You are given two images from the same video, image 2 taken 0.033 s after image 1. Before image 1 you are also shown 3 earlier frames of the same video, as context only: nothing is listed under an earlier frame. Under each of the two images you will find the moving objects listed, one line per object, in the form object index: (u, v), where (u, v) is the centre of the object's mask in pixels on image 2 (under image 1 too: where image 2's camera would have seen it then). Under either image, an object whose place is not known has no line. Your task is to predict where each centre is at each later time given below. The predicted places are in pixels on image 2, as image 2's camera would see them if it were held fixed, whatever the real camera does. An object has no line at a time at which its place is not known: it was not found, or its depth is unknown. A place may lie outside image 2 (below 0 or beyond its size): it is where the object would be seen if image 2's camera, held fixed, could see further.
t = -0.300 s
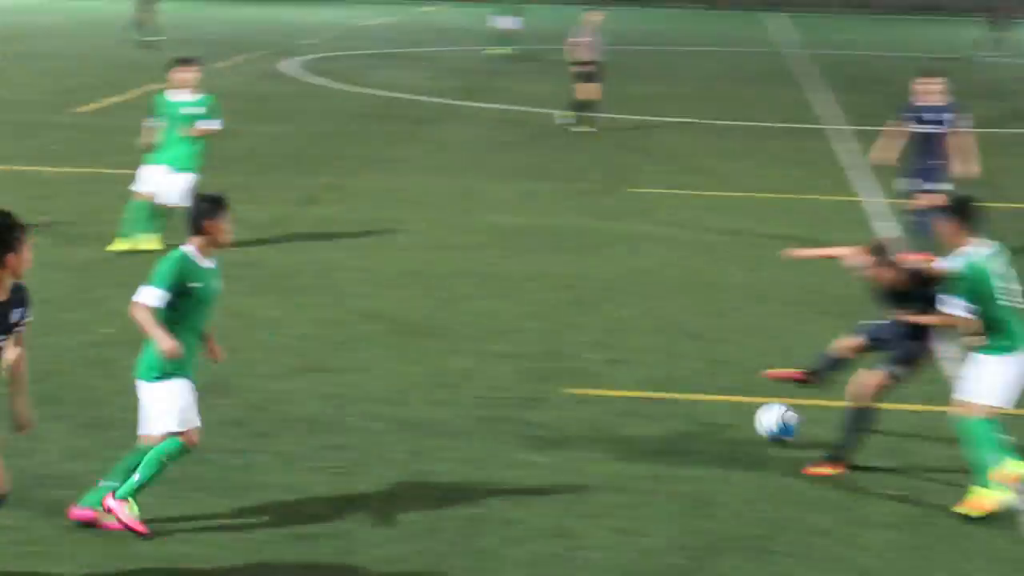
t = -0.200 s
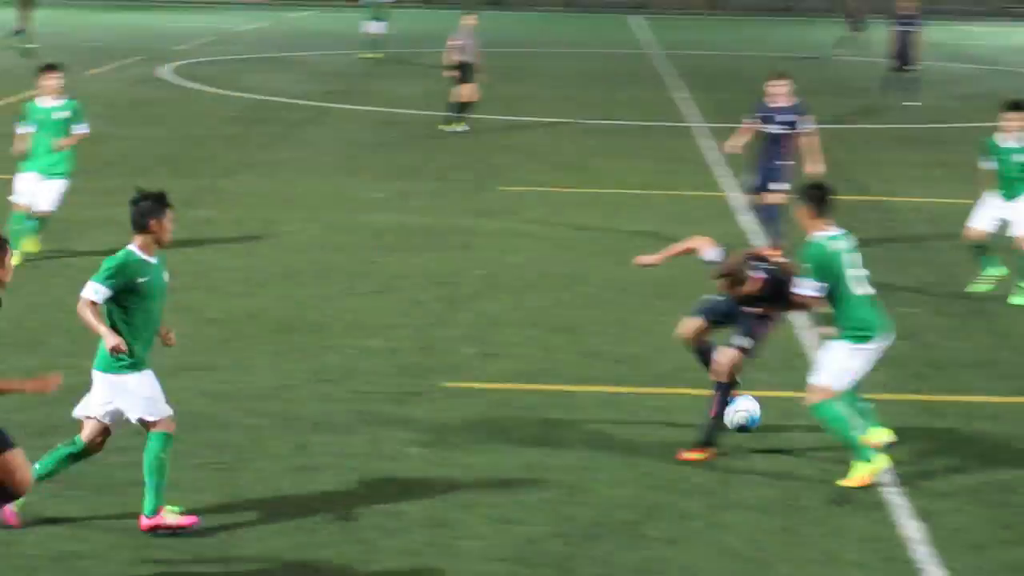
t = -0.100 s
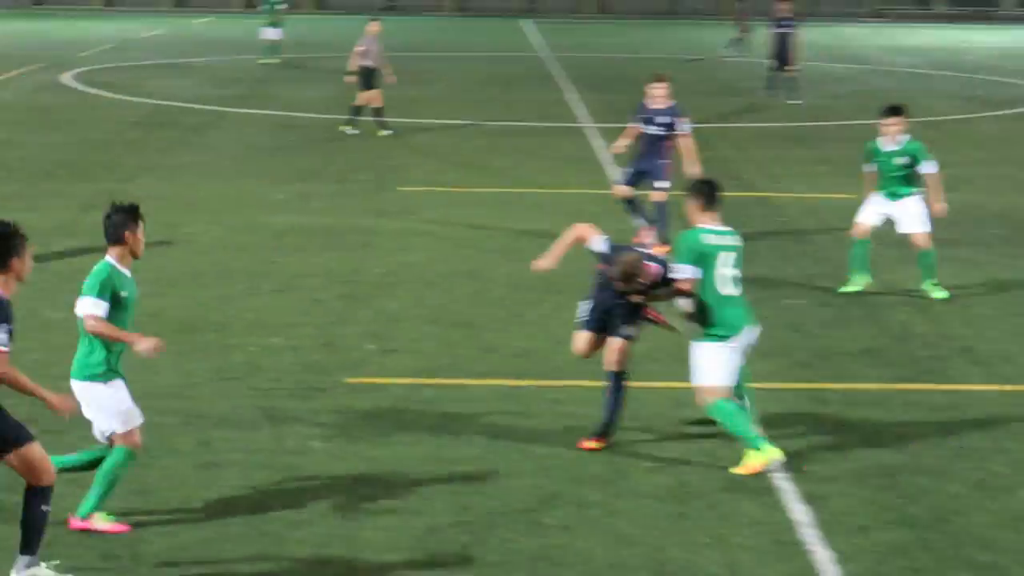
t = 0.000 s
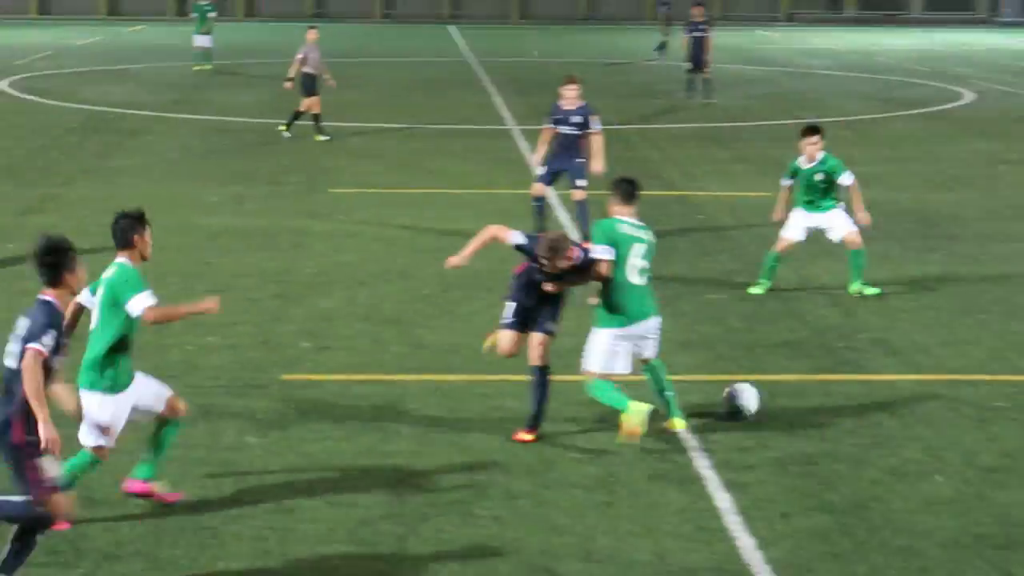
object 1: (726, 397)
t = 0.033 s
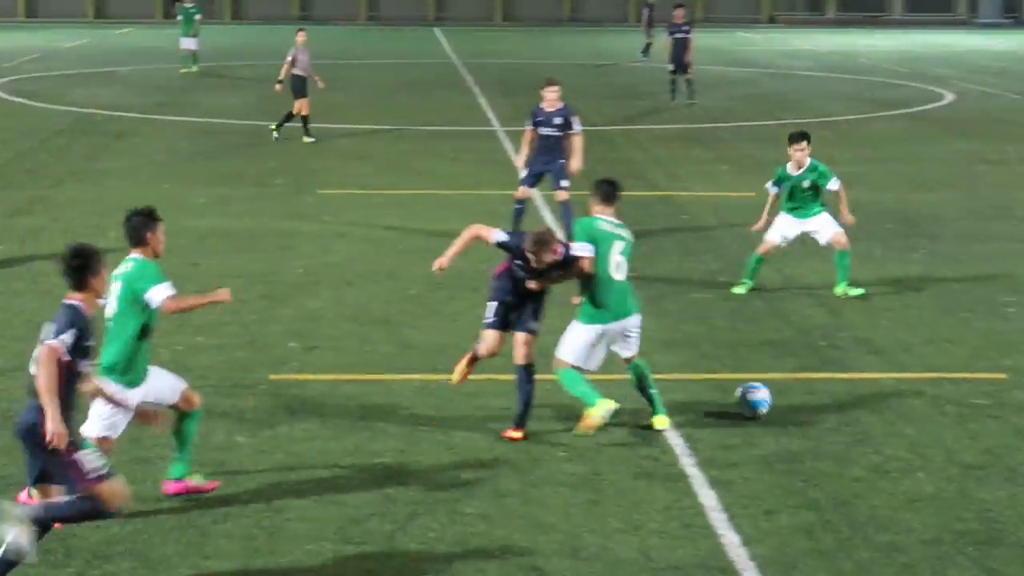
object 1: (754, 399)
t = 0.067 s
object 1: (782, 398)
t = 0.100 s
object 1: (807, 400)
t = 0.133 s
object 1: (833, 402)
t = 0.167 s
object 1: (859, 403)
